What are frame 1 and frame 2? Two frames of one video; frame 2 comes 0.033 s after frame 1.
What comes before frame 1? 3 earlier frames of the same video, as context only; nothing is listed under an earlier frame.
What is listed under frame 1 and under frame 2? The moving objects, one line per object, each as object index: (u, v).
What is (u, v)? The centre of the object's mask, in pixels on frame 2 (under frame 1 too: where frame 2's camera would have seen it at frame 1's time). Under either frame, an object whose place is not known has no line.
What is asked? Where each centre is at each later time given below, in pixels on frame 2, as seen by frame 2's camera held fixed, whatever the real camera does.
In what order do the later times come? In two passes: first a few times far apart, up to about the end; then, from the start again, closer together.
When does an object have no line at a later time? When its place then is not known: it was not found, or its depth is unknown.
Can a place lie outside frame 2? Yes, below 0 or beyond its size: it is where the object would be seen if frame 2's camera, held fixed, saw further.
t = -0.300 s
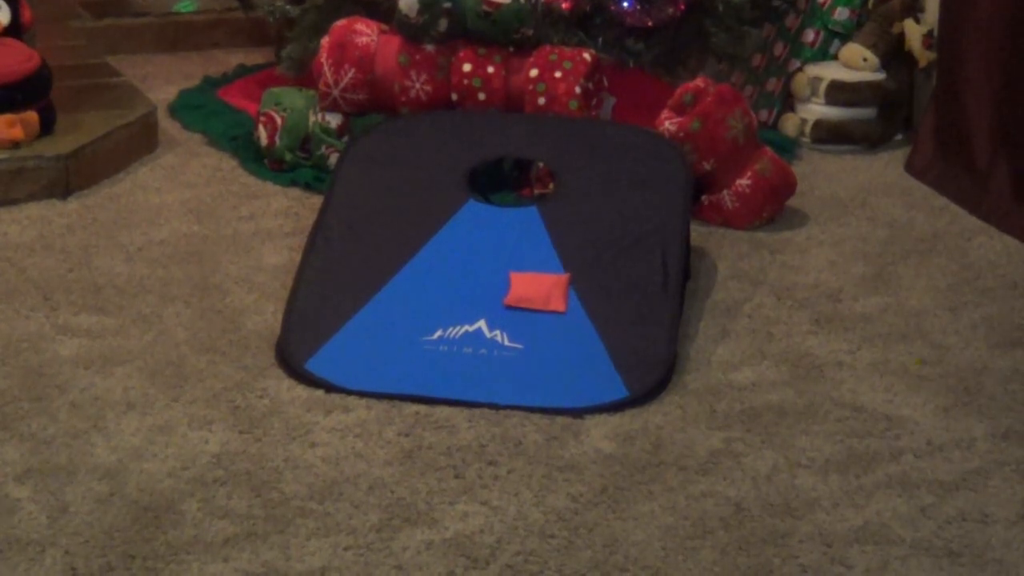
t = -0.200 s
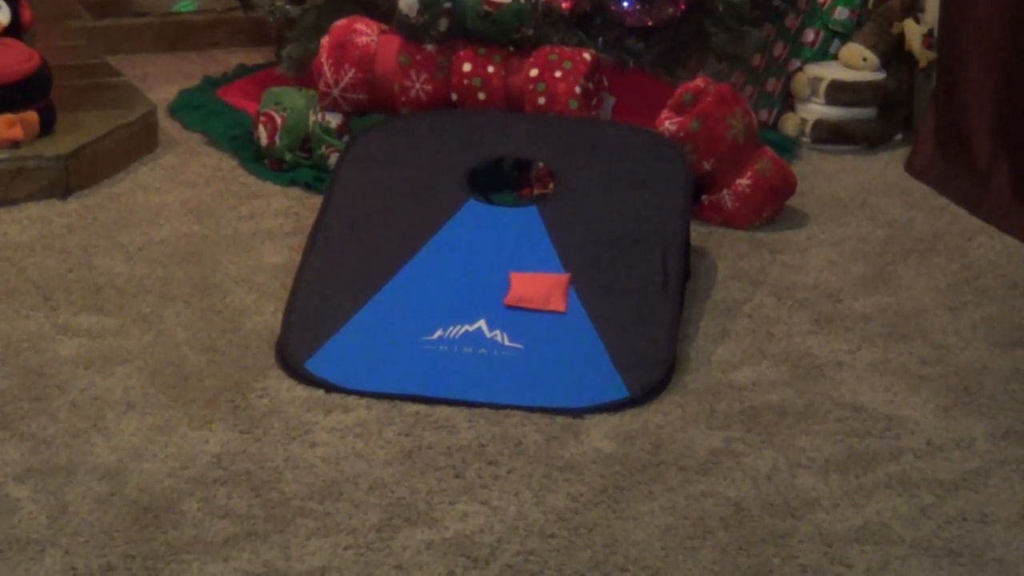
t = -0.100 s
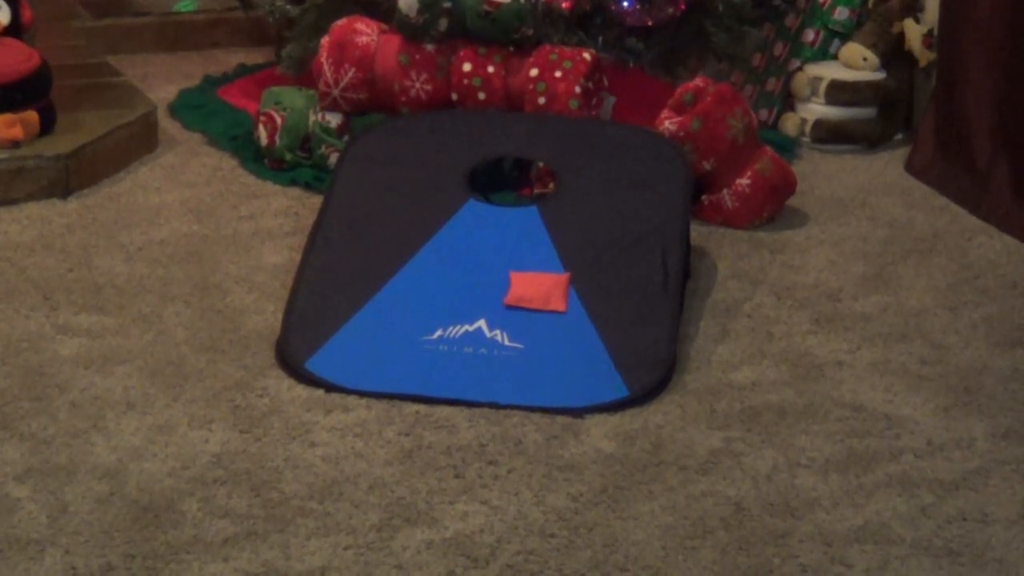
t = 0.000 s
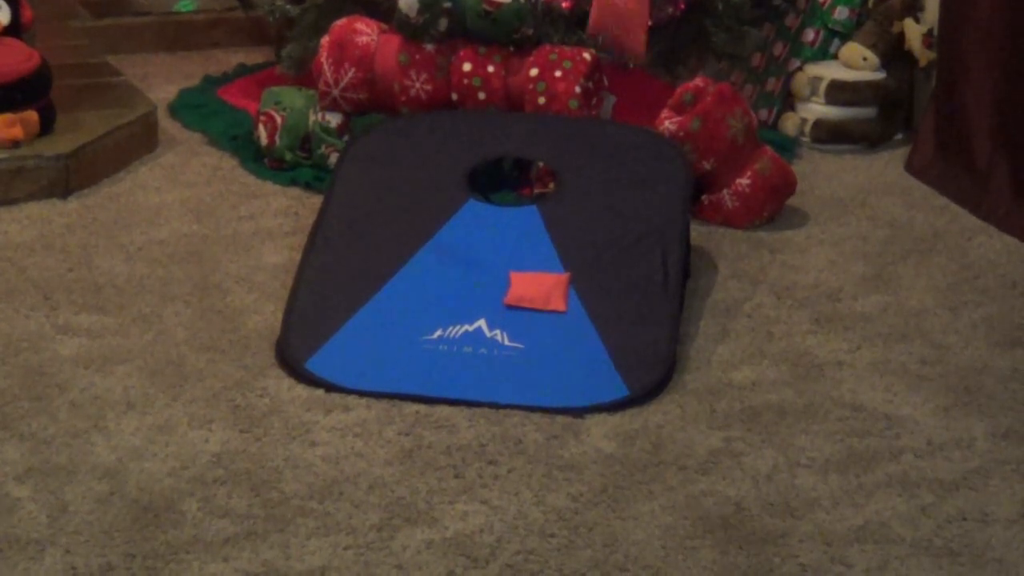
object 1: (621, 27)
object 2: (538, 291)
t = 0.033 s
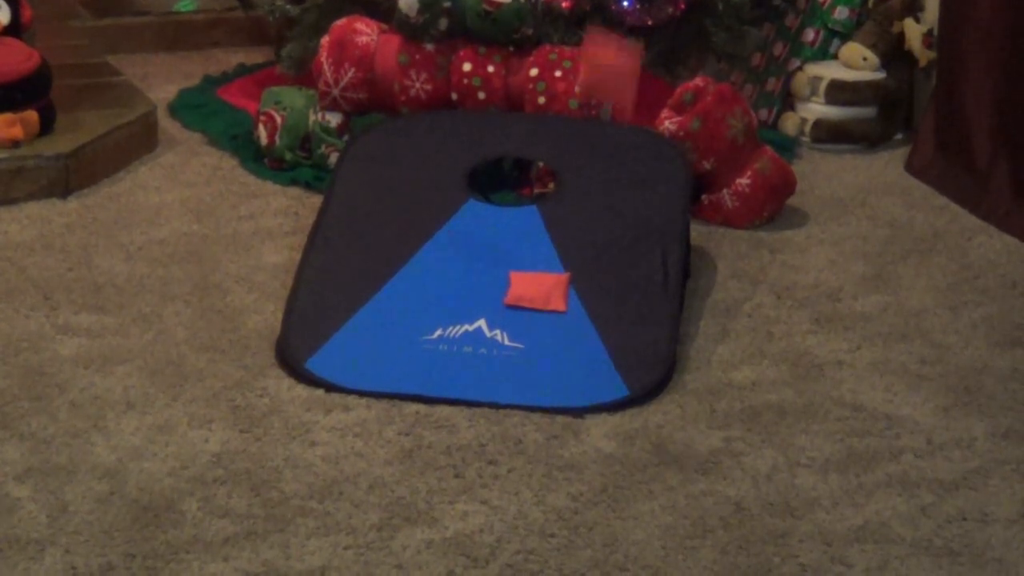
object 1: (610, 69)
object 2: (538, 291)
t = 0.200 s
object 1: (576, 283)
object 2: (539, 305)
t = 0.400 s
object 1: (592, 269)
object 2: (543, 285)
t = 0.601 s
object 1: (595, 290)
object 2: (539, 307)
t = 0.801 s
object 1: (596, 295)
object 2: (539, 312)
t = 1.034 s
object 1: (596, 294)
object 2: (539, 312)
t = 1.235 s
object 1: (596, 293)
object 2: (539, 310)
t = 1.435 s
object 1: (596, 292)
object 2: (539, 309)
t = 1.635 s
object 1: (596, 292)
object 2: (539, 309)
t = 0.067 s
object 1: (598, 135)
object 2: (538, 291)
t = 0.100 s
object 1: (588, 198)
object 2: (538, 291)
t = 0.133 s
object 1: (581, 256)
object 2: (537, 292)
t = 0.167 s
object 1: (576, 288)
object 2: (537, 298)
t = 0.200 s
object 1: (576, 283)
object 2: (539, 305)
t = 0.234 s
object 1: (580, 268)
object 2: (542, 304)
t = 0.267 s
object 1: (582, 257)
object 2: (542, 296)
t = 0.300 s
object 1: (584, 252)
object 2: (543, 286)
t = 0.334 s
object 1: (587, 251)
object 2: (543, 280)
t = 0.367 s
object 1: (590, 257)
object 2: (543, 279)
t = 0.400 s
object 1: (592, 269)
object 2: (543, 285)
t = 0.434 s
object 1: (593, 285)
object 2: (542, 296)
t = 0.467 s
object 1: (594, 296)
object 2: (540, 311)
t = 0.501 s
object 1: (594, 297)
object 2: (539, 318)
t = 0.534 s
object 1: (594, 296)
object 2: (539, 314)
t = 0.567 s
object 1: (595, 293)
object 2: (539, 310)
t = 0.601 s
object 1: (595, 290)
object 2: (539, 307)
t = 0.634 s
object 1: (596, 288)
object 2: (540, 304)
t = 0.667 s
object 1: (596, 287)
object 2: (539, 304)
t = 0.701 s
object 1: (596, 289)
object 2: (539, 307)
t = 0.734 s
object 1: (596, 294)
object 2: (539, 311)
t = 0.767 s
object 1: (596, 296)
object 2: (539, 313)
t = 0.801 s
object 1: (596, 295)
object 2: (539, 312)
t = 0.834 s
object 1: (596, 293)
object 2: (539, 310)
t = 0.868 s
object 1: (596, 292)
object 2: (539, 308)
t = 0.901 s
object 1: (596, 291)
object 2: (539, 307)
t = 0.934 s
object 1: (596, 290)
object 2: (539, 307)
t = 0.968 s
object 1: (596, 292)
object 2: (539, 309)
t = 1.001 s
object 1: (596, 294)
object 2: (539, 311)
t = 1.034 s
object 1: (596, 294)
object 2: (539, 312)
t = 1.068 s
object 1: (596, 294)
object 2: (539, 311)
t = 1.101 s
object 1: (596, 293)
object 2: (539, 310)
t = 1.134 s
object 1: (596, 292)
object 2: (539, 308)
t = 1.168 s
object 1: (596, 291)
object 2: (539, 308)
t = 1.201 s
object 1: (596, 292)
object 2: (539, 309)
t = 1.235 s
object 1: (596, 293)
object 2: (539, 310)
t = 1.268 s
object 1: (596, 293)
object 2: (539, 311)
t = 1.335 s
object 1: (596, 293)
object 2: (539, 310)
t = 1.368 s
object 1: (596, 292)
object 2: (539, 309)
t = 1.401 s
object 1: (596, 292)
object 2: (539, 309)
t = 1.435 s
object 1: (596, 292)
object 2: (539, 309)
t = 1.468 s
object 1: (596, 292)
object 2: (539, 310)
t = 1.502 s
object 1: (596, 293)
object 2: (539, 310)
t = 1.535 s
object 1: (596, 293)
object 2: (539, 310)
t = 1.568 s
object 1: (596, 293)
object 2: (539, 310)
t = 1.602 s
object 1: (596, 293)
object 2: (539, 309)
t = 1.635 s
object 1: (596, 292)
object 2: (539, 309)
